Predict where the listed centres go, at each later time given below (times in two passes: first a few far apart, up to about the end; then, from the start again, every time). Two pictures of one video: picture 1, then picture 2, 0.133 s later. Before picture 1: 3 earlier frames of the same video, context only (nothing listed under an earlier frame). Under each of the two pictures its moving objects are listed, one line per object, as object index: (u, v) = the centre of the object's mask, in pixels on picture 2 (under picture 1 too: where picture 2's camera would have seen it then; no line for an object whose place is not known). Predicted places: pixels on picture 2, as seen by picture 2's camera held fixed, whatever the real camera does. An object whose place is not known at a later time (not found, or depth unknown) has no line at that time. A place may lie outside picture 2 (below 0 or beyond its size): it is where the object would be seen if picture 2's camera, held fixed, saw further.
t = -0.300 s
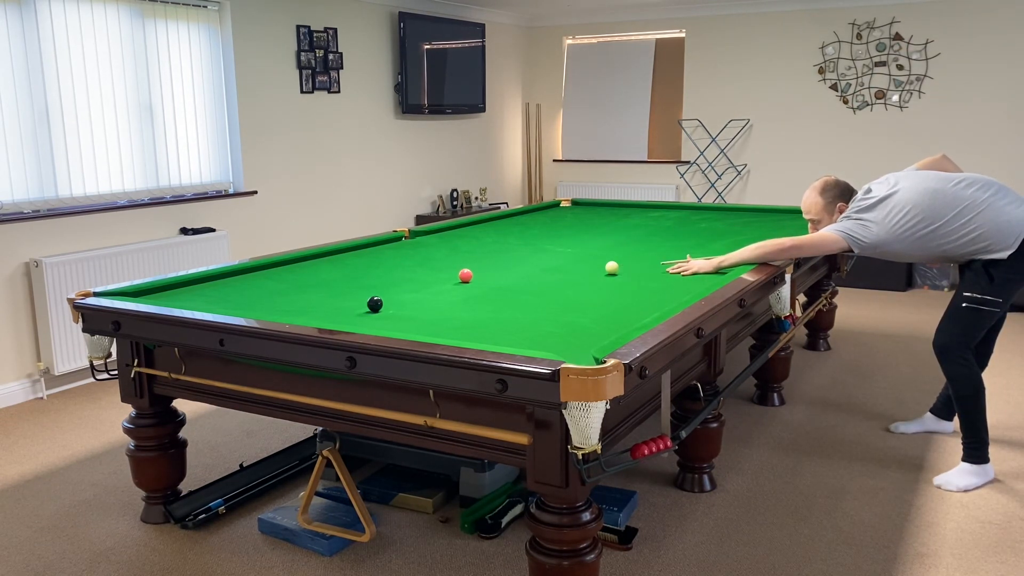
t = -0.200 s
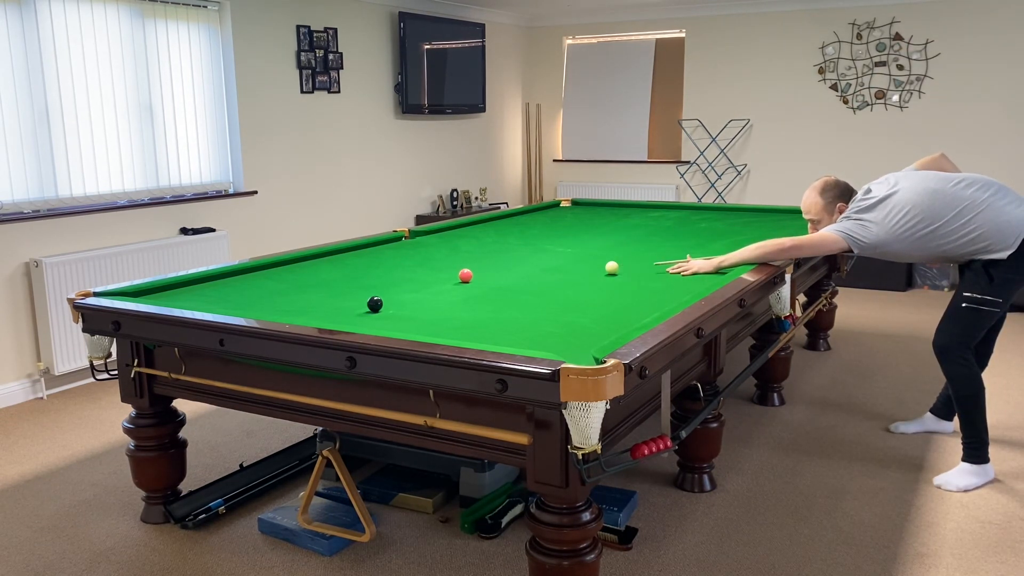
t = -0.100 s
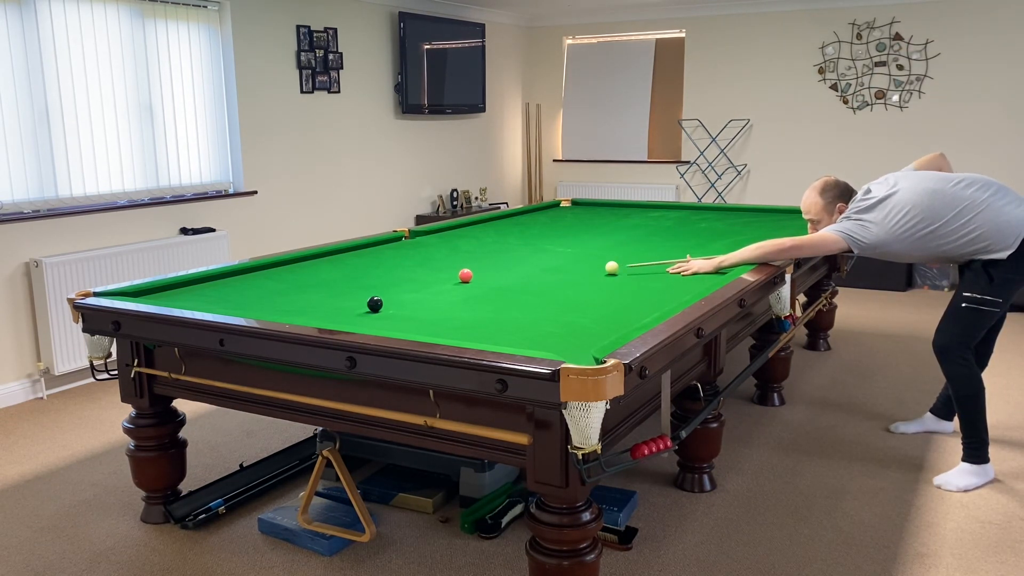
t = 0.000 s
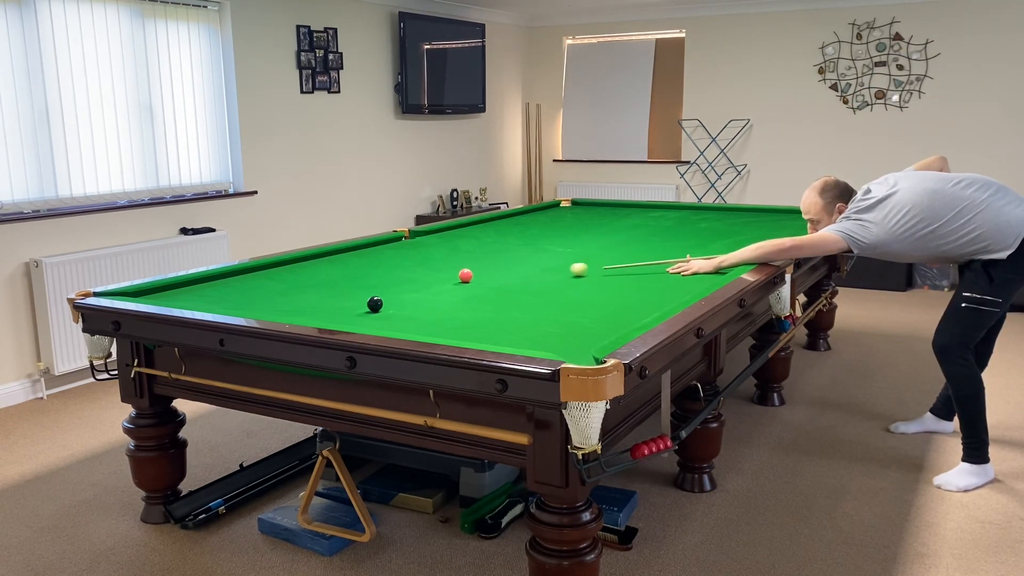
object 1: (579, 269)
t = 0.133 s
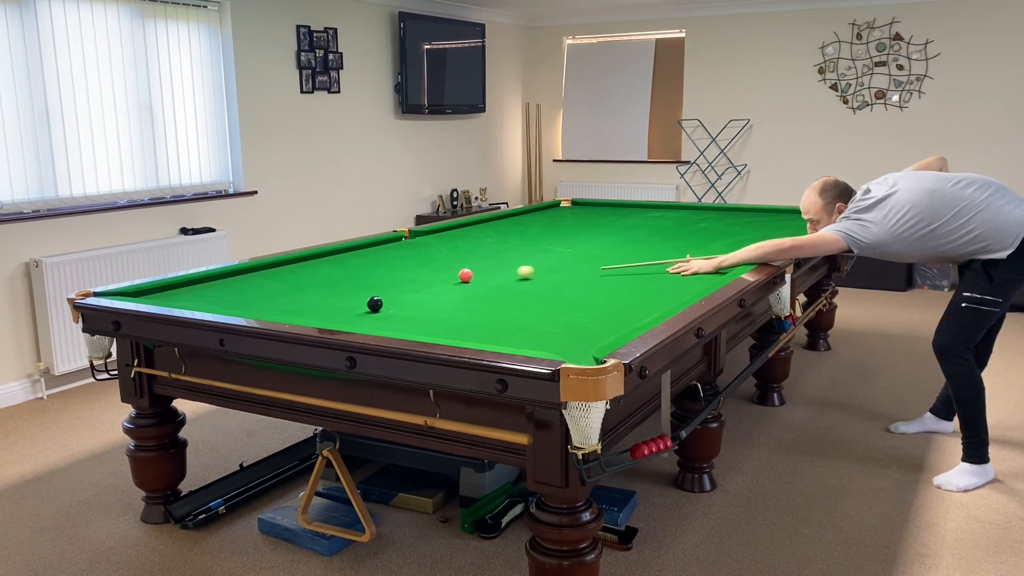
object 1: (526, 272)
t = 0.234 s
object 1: (489, 274)
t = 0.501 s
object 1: (464, 275)
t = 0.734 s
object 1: (444, 275)
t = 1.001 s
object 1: (424, 276)
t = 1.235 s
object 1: (408, 277)
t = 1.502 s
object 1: (392, 277)
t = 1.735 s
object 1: (379, 277)
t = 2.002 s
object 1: (367, 278)
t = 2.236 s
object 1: (358, 278)
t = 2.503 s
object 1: (350, 278)
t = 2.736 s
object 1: (345, 278)
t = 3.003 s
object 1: (342, 278)
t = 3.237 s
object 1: (341, 278)
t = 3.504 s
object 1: (341, 278)
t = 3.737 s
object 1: (341, 278)
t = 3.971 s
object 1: (341, 278)
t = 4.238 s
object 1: (341, 278)
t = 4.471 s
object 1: (341, 278)
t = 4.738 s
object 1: (341, 278)
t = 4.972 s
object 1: (341, 278)
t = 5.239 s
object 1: (341, 278)
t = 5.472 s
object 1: (341, 278)
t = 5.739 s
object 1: (341, 278)
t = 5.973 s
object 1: (341, 278)
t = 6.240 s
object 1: (341, 278)
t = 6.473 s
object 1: (341, 278)
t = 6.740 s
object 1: (341, 278)
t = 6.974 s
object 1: (341, 278)
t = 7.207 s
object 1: (341, 278)
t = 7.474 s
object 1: (341, 278)
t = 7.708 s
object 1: (341, 278)
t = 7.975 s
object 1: (341, 278)
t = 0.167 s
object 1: (514, 273)
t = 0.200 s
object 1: (502, 273)
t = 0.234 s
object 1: (489, 274)
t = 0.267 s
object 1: (479, 274)
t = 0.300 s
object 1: (478, 274)
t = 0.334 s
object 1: (477, 274)
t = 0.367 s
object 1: (475, 275)
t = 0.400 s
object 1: (473, 275)
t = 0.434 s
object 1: (469, 275)
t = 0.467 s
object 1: (467, 275)
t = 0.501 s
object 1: (464, 275)
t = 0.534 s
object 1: (461, 275)
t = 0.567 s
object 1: (458, 275)
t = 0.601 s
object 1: (455, 275)
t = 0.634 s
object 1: (452, 275)
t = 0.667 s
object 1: (449, 275)
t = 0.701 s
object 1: (447, 275)
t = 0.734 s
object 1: (444, 275)
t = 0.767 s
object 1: (442, 276)
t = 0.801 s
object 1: (439, 276)
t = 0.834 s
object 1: (436, 276)
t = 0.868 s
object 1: (434, 276)
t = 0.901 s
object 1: (431, 276)
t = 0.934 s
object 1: (429, 276)
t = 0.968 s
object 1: (426, 276)
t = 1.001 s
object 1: (424, 276)
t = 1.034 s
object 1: (422, 276)
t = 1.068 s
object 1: (419, 276)
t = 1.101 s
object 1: (417, 276)
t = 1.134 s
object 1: (415, 276)
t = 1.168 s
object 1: (412, 276)
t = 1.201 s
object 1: (410, 277)
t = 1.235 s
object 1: (408, 277)
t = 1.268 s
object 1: (406, 277)
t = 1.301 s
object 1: (404, 277)
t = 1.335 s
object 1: (402, 277)
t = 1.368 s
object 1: (400, 277)
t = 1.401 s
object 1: (398, 277)
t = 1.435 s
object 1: (396, 277)
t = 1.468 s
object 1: (394, 277)
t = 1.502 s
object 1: (392, 277)
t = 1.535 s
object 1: (390, 277)
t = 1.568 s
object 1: (388, 277)
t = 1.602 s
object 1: (386, 277)
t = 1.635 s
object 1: (385, 277)
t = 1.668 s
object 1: (383, 277)
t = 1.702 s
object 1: (381, 277)
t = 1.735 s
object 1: (379, 277)
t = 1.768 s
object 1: (378, 278)
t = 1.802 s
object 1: (376, 278)
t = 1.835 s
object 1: (374, 278)
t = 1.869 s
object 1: (373, 278)
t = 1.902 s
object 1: (371, 278)
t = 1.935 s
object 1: (370, 278)
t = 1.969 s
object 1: (369, 278)
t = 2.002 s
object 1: (367, 278)
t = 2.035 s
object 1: (366, 278)
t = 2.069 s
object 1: (364, 278)
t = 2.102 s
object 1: (363, 278)
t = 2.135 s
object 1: (362, 278)
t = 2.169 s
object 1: (361, 278)
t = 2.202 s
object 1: (360, 278)
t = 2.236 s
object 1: (358, 278)
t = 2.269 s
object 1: (357, 278)
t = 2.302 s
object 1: (356, 278)
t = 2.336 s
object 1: (355, 278)
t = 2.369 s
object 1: (354, 278)
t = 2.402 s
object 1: (353, 278)
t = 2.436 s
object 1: (352, 278)
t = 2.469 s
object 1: (351, 278)
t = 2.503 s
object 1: (350, 278)
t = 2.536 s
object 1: (350, 278)
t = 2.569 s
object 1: (349, 278)
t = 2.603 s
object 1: (348, 278)
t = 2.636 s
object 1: (347, 278)
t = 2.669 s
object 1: (347, 278)
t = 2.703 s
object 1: (346, 278)
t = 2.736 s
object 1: (345, 278)
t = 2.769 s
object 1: (345, 278)
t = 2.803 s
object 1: (344, 278)
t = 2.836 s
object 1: (344, 278)
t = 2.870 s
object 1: (343, 278)
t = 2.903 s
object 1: (343, 278)
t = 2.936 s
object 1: (343, 278)
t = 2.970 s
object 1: (342, 278)
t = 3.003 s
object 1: (342, 278)
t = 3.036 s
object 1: (342, 278)
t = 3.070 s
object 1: (342, 278)
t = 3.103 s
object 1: (341, 278)
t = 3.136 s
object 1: (341, 278)
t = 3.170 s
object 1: (341, 278)
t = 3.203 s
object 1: (341, 278)
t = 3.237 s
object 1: (341, 278)
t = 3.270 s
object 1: (341, 278)
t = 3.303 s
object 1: (341, 278)
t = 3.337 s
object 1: (341, 278)
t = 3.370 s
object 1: (341, 278)
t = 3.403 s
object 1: (341, 278)
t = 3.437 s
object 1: (341, 278)
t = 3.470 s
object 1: (341, 278)
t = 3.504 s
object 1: (341, 278)
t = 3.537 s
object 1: (341, 278)
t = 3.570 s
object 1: (341, 278)
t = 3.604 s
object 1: (341, 278)
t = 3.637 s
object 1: (341, 278)
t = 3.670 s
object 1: (341, 278)
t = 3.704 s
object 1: (341, 278)
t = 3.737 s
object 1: (341, 278)
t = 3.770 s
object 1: (341, 278)
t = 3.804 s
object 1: (341, 278)
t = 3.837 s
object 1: (341, 278)
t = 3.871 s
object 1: (341, 278)
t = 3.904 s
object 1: (341, 278)
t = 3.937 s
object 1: (341, 278)
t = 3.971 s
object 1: (341, 278)
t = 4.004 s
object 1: (341, 278)
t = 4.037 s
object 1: (341, 278)
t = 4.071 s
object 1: (341, 278)
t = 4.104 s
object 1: (341, 278)
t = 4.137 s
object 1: (341, 278)
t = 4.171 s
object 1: (341, 278)
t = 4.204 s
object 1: (341, 278)
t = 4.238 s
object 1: (341, 278)
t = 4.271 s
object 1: (341, 278)
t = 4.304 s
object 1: (341, 278)
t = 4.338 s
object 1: (341, 278)
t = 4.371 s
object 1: (341, 278)
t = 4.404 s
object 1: (341, 278)
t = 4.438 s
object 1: (341, 278)
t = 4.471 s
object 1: (341, 278)
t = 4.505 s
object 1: (341, 278)
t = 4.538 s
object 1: (341, 278)
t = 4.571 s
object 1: (341, 278)
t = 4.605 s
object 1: (341, 278)
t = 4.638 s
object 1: (341, 278)
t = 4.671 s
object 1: (341, 278)
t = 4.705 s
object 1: (341, 278)
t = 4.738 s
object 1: (341, 278)
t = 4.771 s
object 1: (341, 278)
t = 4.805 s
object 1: (341, 278)
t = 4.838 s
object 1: (341, 278)
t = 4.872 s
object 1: (341, 278)
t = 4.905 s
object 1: (341, 278)
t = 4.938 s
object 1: (341, 278)
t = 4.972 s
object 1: (341, 278)
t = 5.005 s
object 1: (341, 278)
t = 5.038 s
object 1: (341, 278)
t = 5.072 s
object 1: (341, 278)
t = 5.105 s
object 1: (341, 278)
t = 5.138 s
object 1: (341, 278)
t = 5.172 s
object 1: (341, 278)
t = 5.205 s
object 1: (341, 278)
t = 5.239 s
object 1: (341, 278)
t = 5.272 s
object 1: (341, 278)
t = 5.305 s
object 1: (341, 278)
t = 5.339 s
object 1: (341, 278)
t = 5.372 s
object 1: (341, 278)
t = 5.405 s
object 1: (341, 278)
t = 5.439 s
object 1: (341, 278)
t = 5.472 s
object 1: (341, 278)
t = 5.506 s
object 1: (341, 278)
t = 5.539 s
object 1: (341, 278)
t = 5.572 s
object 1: (341, 278)
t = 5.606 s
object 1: (341, 278)
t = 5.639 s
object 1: (341, 278)
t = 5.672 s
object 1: (342, 278)
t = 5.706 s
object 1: (341, 278)
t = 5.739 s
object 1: (341, 278)
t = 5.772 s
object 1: (341, 278)
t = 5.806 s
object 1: (341, 278)
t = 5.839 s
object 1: (341, 278)
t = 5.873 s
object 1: (342, 278)
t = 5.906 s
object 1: (341, 278)
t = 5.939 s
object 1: (341, 278)
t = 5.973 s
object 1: (341, 278)
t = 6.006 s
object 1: (341, 278)
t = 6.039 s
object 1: (341, 278)
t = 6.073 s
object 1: (341, 278)
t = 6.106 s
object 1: (341, 278)
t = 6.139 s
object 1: (341, 278)
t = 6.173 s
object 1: (341, 278)
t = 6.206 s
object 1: (341, 278)
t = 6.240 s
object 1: (341, 278)
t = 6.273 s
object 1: (341, 278)
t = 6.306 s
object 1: (341, 278)
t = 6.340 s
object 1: (341, 278)
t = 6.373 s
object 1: (341, 278)
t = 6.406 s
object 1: (341, 278)
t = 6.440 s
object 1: (341, 278)
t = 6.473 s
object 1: (341, 278)
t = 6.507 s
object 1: (341, 278)
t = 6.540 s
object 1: (341, 278)
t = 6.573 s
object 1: (341, 278)
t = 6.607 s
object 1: (341, 278)
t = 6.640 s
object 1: (341, 278)
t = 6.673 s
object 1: (341, 278)
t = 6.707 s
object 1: (341, 278)
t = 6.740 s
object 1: (341, 278)
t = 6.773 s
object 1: (341, 278)
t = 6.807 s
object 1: (341, 278)
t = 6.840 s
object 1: (341, 278)
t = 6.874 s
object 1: (341, 278)
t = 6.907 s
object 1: (341, 278)
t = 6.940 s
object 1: (341, 278)
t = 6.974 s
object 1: (341, 278)
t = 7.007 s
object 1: (341, 278)
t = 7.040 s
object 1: (341, 278)
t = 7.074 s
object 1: (341, 278)
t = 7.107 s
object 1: (341, 278)
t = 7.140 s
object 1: (341, 278)
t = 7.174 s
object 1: (341, 278)
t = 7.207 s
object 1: (341, 278)
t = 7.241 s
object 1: (341, 278)
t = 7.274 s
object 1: (341, 278)
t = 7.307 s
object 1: (341, 278)
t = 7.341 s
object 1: (341, 278)
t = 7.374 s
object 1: (341, 278)
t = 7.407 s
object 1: (341, 278)
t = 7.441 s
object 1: (341, 278)
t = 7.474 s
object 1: (341, 278)
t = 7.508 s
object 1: (341, 278)
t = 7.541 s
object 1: (341, 278)
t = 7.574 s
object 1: (341, 278)
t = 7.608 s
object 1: (341, 278)
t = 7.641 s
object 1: (341, 278)
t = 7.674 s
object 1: (341, 278)
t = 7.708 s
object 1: (341, 278)
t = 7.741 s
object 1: (341, 278)
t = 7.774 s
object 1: (341, 278)
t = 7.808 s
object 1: (341, 278)
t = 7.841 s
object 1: (342, 278)
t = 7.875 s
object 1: (341, 278)
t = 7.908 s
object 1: (341, 278)
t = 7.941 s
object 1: (341, 278)
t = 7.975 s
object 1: (341, 278)
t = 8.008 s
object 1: (341, 278)
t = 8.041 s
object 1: (341, 278)
